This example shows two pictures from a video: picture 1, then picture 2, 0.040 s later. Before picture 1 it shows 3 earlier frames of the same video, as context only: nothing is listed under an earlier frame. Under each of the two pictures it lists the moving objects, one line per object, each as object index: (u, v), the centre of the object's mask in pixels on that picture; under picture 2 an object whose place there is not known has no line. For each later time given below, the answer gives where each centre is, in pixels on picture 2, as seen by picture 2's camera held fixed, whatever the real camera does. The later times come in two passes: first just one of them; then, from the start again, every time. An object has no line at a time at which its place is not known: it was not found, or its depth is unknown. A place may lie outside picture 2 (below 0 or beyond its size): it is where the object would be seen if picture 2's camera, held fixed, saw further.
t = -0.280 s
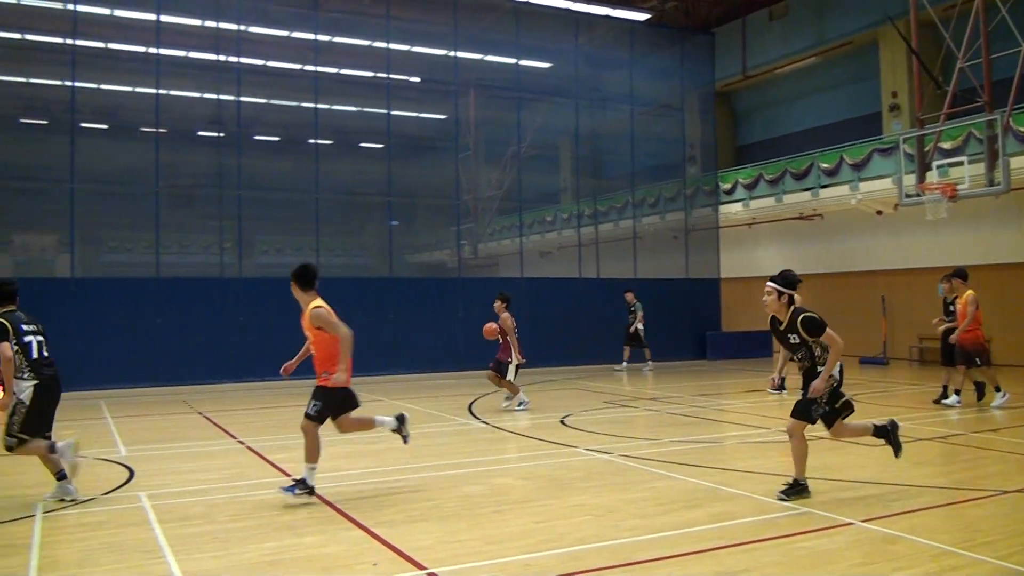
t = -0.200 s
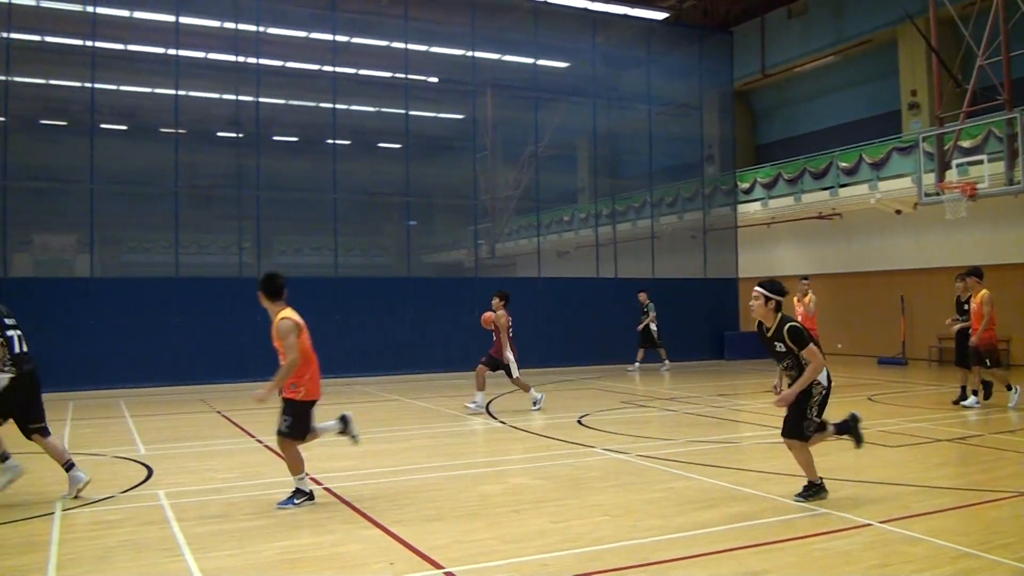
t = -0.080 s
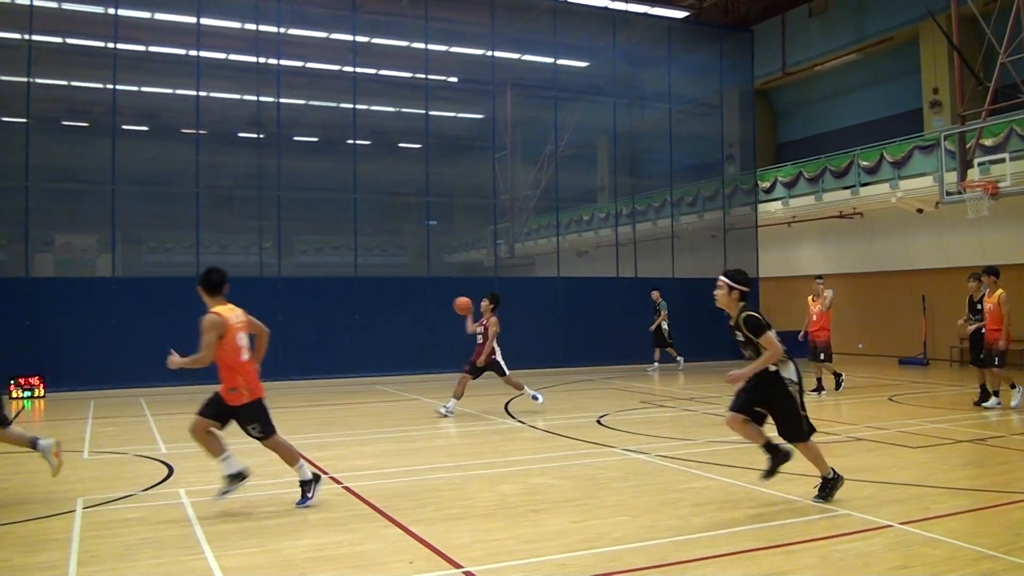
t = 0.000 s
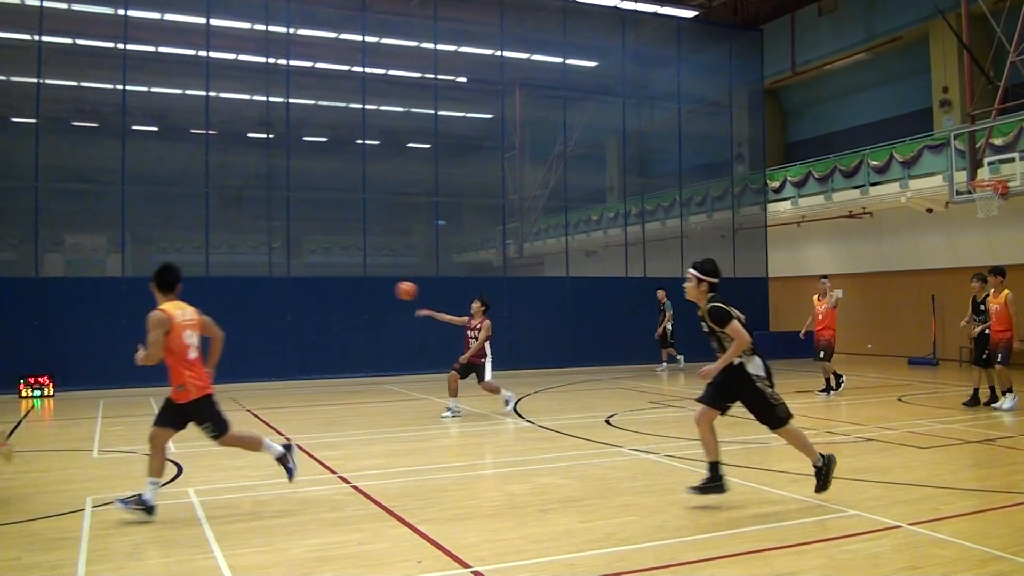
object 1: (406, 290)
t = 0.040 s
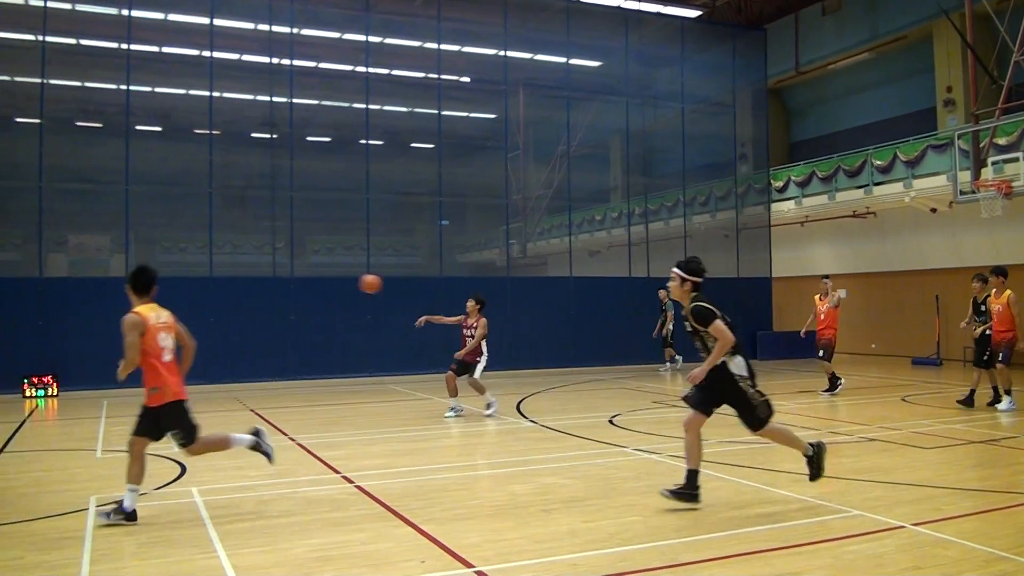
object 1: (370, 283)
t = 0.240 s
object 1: (162, 266)
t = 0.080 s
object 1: (331, 278)
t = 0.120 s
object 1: (289, 274)
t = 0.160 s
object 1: (247, 270)
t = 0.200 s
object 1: (205, 268)
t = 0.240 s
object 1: (162, 266)
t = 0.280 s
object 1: (119, 266)
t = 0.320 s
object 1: (76, 267)
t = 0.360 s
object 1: (32, 270)
